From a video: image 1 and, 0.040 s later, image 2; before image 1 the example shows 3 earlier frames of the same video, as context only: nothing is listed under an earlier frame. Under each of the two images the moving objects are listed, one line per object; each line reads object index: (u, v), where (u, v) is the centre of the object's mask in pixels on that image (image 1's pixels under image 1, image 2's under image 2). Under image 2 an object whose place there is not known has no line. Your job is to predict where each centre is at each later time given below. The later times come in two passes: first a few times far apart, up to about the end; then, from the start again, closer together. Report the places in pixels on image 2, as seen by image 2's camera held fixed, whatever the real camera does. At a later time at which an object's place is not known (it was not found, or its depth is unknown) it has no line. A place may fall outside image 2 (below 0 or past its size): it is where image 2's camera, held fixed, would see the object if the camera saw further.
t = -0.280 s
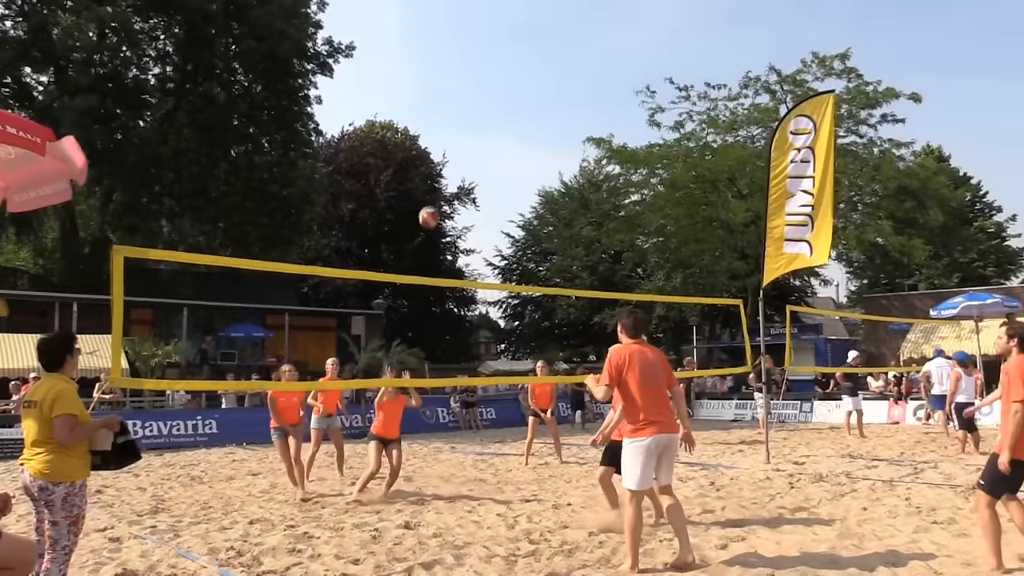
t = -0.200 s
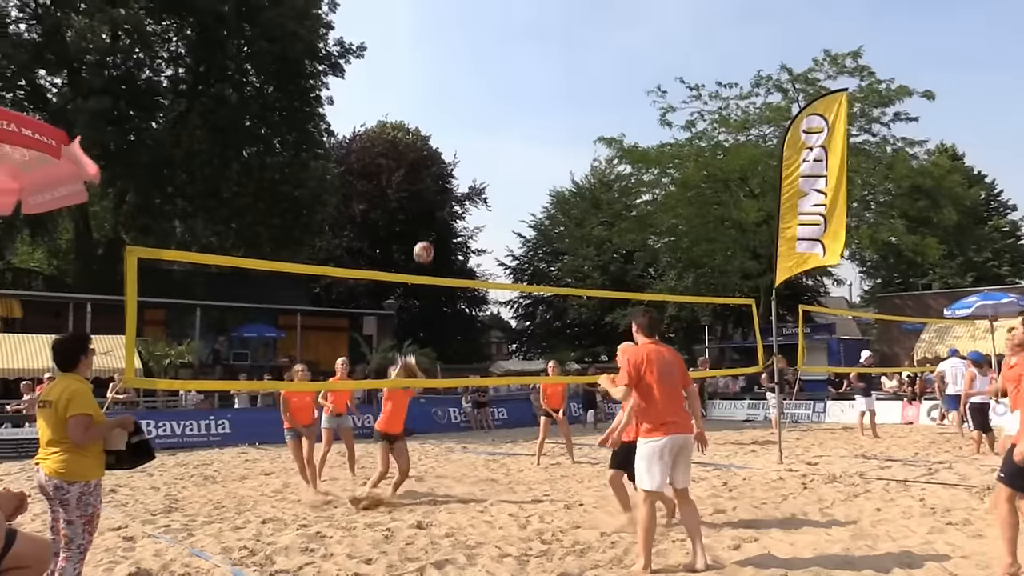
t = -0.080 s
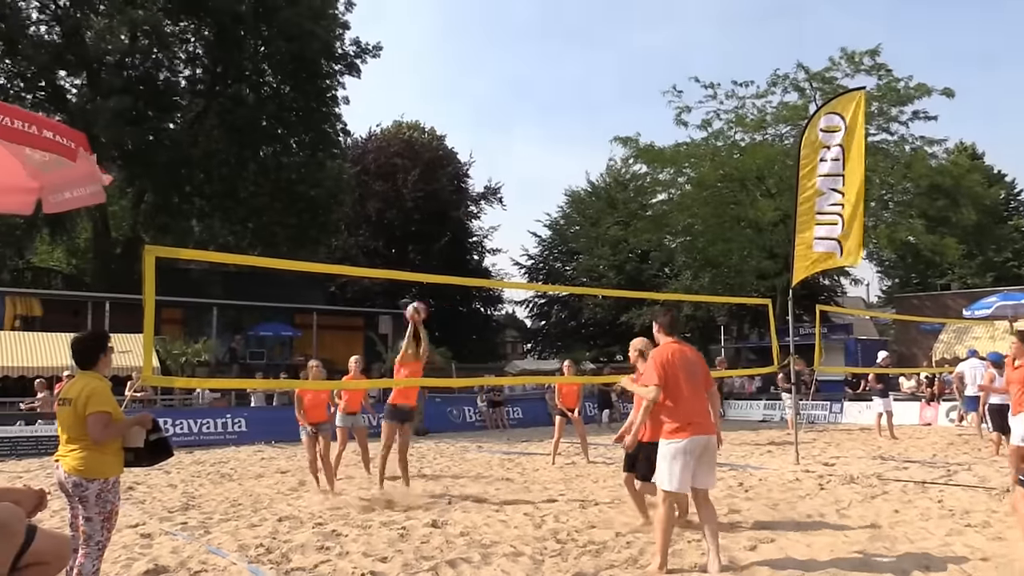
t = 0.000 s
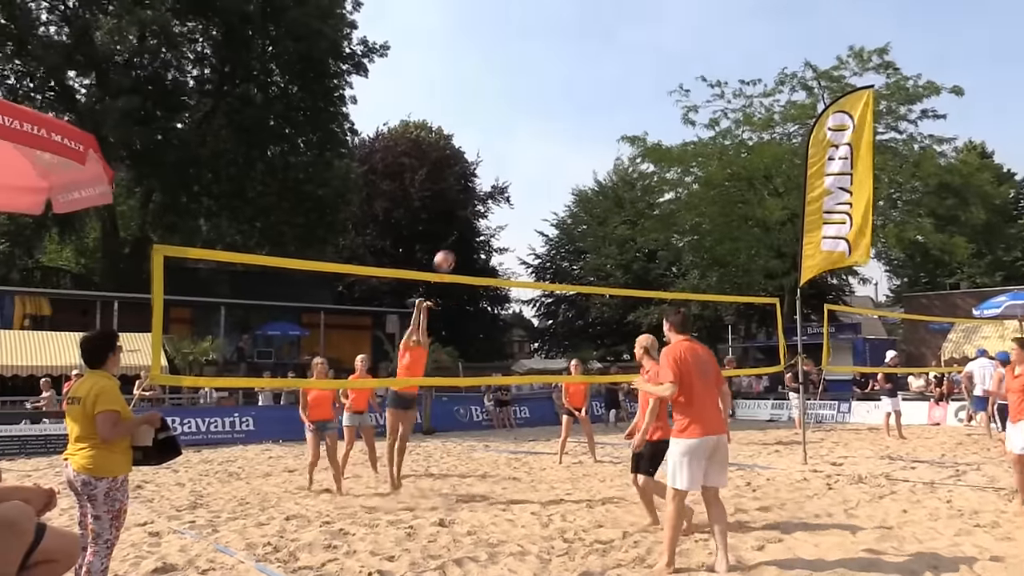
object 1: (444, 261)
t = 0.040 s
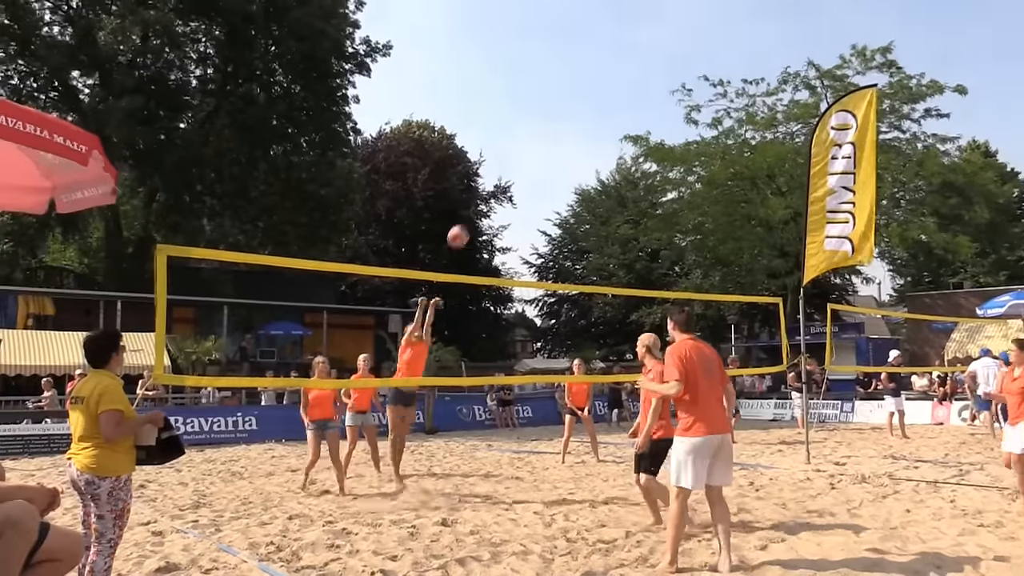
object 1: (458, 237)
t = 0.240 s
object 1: (524, 130)
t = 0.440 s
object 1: (598, 52)
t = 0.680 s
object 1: (703, 2)
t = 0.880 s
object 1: (804, 7)
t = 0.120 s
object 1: (482, 190)
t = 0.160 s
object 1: (496, 170)
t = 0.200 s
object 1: (510, 150)
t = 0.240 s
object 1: (524, 130)
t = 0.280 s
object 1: (537, 113)
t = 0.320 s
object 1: (551, 96)
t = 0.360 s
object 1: (567, 80)
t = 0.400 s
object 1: (582, 66)
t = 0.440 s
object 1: (598, 52)
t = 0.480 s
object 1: (614, 40)
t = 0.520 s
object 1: (631, 29)
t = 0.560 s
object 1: (648, 20)
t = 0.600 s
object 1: (665, 12)
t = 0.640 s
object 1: (686, 5)
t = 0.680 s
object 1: (703, 2)
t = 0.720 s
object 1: (722, 0)
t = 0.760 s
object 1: (742, -3)
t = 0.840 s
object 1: (782, 1)
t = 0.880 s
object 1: (804, 7)
